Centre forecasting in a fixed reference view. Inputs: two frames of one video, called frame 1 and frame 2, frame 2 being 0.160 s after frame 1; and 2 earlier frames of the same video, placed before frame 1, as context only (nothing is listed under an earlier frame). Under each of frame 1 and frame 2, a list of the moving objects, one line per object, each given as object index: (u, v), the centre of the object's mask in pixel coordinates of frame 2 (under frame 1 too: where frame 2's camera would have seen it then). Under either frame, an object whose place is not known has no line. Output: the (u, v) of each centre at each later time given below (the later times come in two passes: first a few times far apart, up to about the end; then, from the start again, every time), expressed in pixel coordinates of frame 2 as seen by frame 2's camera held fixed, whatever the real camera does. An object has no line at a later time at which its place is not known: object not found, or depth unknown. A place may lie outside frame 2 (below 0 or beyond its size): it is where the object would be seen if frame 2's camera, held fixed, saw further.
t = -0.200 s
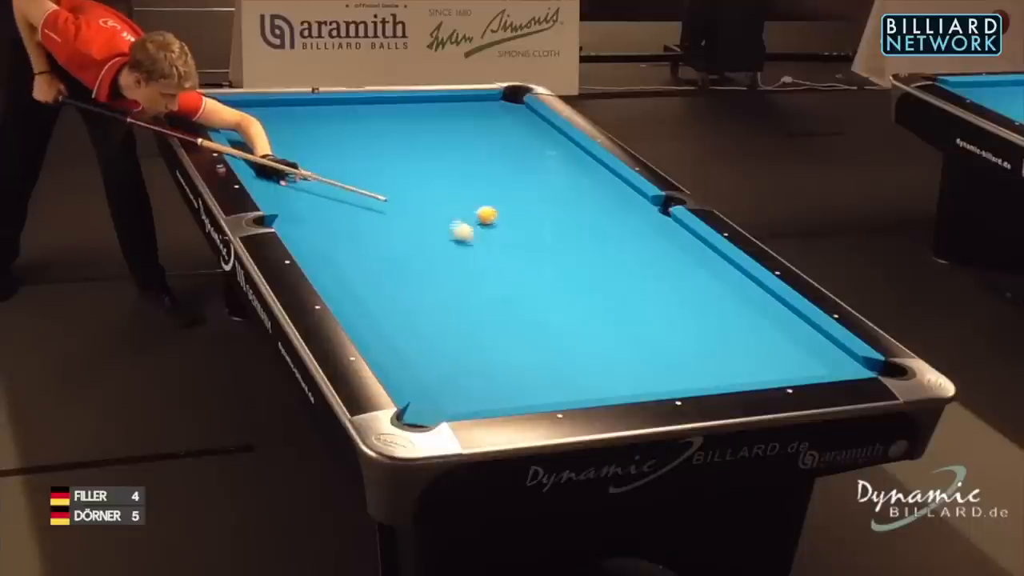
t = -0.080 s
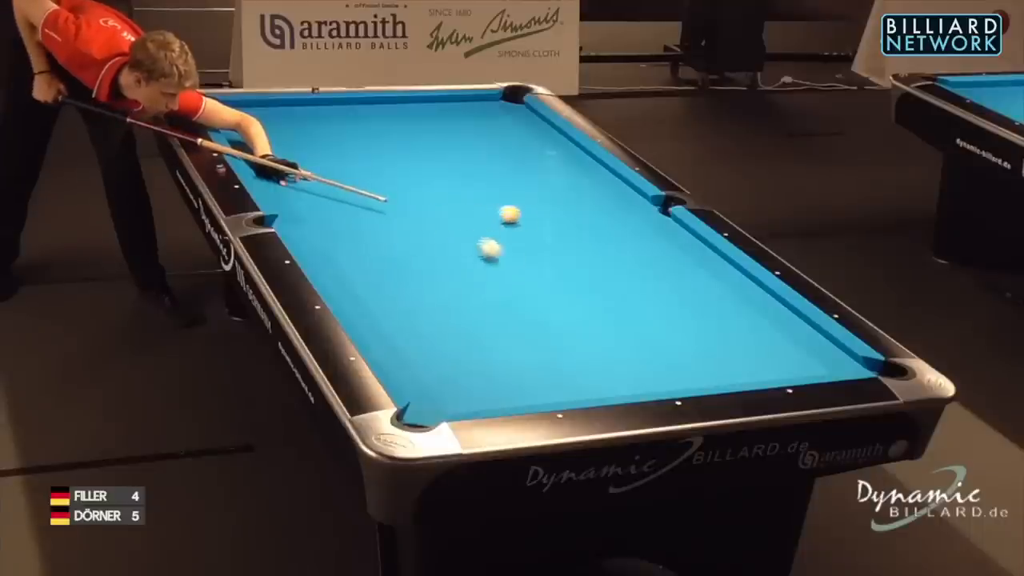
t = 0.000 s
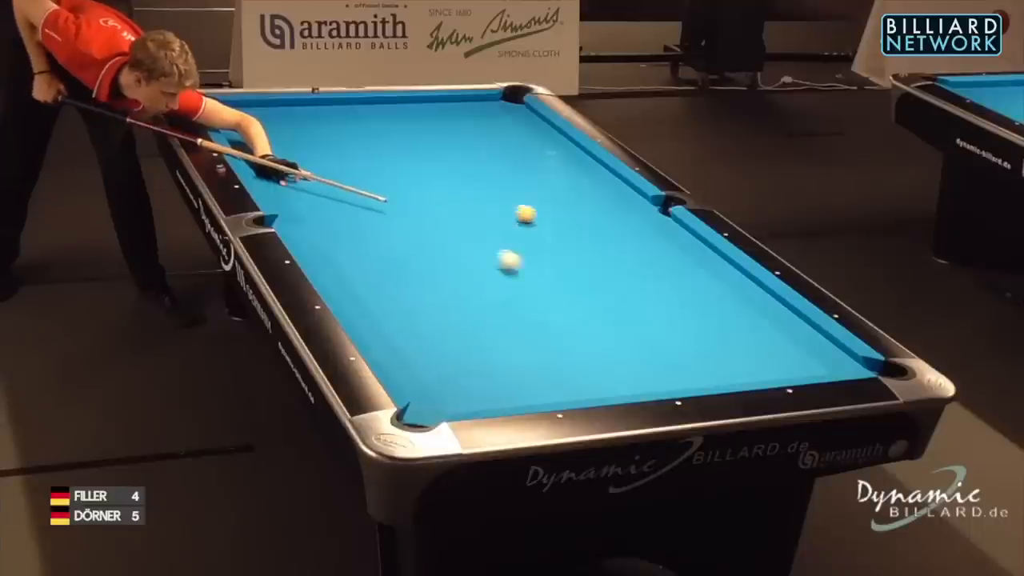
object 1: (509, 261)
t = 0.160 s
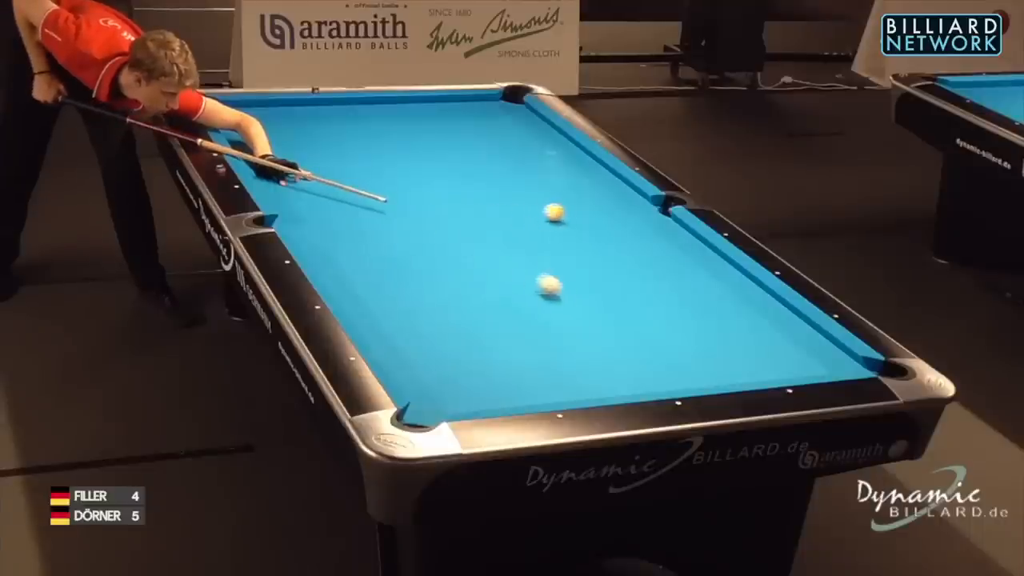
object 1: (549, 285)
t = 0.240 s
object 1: (569, 298)
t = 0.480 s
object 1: (635, 338)
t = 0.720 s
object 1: (705, 378)
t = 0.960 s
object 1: (681, 356)
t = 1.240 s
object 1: (652, 324)
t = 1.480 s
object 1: (629, 301)
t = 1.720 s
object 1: (608, 280)
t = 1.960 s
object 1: (590, 260)
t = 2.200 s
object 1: (572, 242)
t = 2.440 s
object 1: (556, 225)
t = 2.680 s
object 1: (541, 210)
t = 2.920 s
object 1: (528, 196)
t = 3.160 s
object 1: (515, 183)
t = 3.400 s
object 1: (503, 171)
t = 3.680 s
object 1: (490, 159)
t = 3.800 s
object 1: (485, 154)
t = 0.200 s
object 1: (559, 291)
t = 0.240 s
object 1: (569, 298)
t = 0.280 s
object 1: (580, 304)
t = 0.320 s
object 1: (591, 311)
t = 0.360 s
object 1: (602, 317)
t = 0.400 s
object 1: (613, 324)
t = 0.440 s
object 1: (624, 331)
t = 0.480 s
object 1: (635, 338)
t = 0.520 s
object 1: (646, 344)
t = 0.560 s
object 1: (658, 352)
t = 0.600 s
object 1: (670, 360)
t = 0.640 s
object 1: (682, 367)
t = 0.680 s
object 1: (693, 374)
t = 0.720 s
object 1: (705, 378)
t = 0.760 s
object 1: (705, 377)
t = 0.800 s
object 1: (700, 374)
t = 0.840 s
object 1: (695, 369)
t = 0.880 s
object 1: (691, 364)
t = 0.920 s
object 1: (686, 360)
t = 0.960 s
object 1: (681, 356)
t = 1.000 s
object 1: (677, 350)
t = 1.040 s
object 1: (673, 346)
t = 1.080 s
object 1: (668, 341)
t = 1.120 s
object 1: (664, 337)
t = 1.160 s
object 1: (660, 333)
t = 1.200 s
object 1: (656, 329)
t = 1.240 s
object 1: (652, 324)
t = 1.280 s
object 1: (648, 321)
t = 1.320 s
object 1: (644, 317)
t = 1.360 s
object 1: (640, 313)
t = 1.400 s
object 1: (637, 309)
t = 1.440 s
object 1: (632, 305)
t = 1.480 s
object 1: (629, 301)
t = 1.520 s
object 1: (625, 297)
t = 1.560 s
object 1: (622, 293)
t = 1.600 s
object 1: (618, 290)
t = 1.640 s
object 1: (615, 286)
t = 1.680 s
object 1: (612, 282)
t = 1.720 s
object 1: (608, 280)
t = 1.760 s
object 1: (605, 276)
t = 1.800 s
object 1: (602, 273)
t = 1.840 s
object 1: (599, 269)
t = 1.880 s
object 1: (596, 266)
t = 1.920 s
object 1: (593, 263)
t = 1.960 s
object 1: (590, 260)
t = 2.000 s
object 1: (587, 257)
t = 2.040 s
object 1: (584, 254)
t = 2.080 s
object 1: (581, 251)
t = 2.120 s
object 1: (578, 248)
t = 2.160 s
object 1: (575, 245)
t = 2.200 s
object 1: (572, 242)
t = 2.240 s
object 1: (570, 239)
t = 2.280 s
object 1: (567, 237)
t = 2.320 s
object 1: (564, 233)
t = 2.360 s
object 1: (562, 231)
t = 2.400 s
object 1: (559, 229)
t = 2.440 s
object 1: (556, 225)
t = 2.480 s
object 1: (554, 223)
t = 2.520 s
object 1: (551, 221)
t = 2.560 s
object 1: (549, 218)
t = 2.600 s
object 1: (546, 216)
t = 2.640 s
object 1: (544, 213)
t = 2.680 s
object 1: (541, 210)
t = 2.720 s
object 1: (539, 208)
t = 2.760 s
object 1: (537, 205)
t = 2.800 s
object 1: (534, 203)
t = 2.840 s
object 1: (532, 201)
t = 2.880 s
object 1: (530, 198)
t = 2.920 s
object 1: (528, 196)
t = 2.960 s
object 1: (526, 194)
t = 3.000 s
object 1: (524, 191)
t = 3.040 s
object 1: (521, 189)
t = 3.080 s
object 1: (519, 187)
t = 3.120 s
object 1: (517, 185)
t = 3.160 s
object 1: (515, 183)
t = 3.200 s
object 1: (513, 181)
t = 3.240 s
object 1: (511, 179)
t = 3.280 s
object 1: (509, 177)
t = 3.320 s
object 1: (507, 175)
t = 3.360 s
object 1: (505, 173)
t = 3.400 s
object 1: (503, 171)
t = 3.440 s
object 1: (501, 169)
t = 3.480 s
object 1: (499, 168)
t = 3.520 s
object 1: (497, 165)
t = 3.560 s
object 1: (496, 164)
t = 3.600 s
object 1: (494, 162)
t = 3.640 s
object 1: (492, 160)
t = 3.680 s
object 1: (490, 159)
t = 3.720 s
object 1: (488, 157)
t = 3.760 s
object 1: (486, 155)
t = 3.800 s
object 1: (485, 154)
